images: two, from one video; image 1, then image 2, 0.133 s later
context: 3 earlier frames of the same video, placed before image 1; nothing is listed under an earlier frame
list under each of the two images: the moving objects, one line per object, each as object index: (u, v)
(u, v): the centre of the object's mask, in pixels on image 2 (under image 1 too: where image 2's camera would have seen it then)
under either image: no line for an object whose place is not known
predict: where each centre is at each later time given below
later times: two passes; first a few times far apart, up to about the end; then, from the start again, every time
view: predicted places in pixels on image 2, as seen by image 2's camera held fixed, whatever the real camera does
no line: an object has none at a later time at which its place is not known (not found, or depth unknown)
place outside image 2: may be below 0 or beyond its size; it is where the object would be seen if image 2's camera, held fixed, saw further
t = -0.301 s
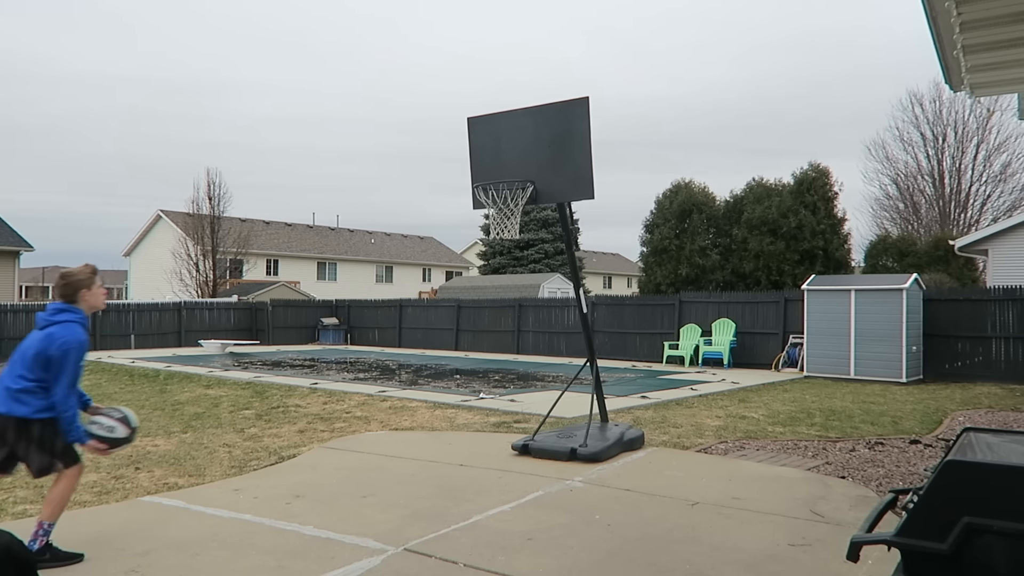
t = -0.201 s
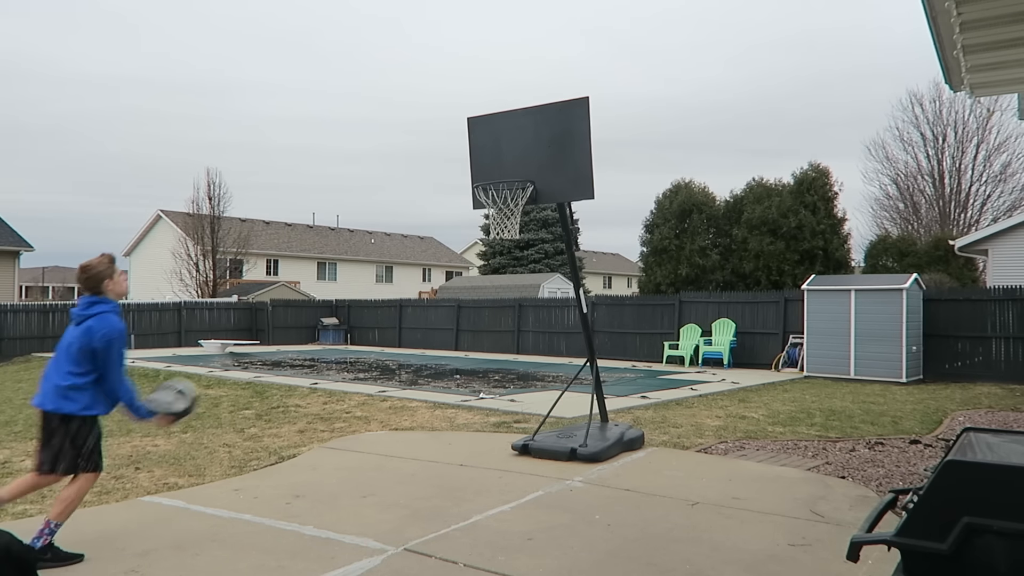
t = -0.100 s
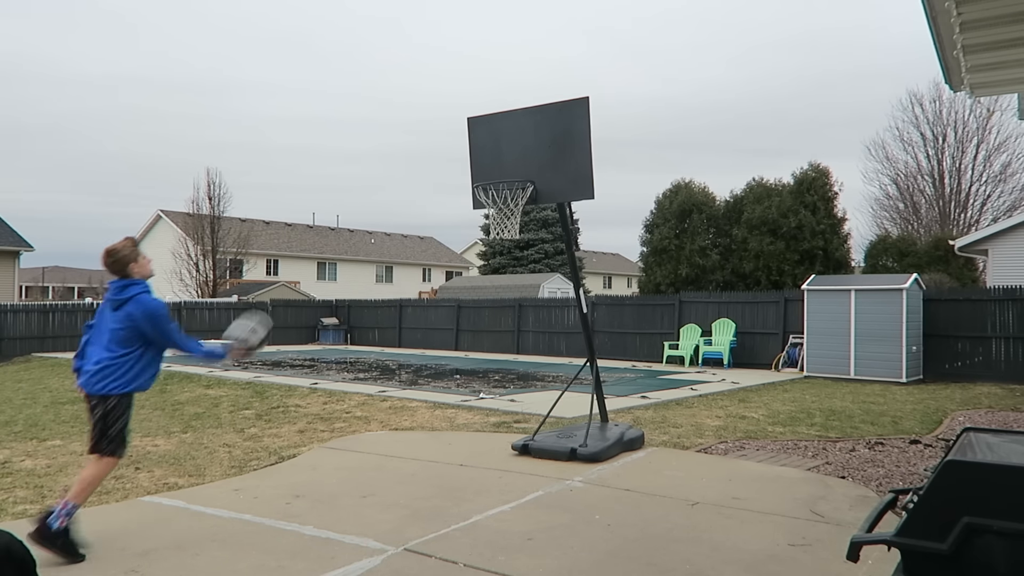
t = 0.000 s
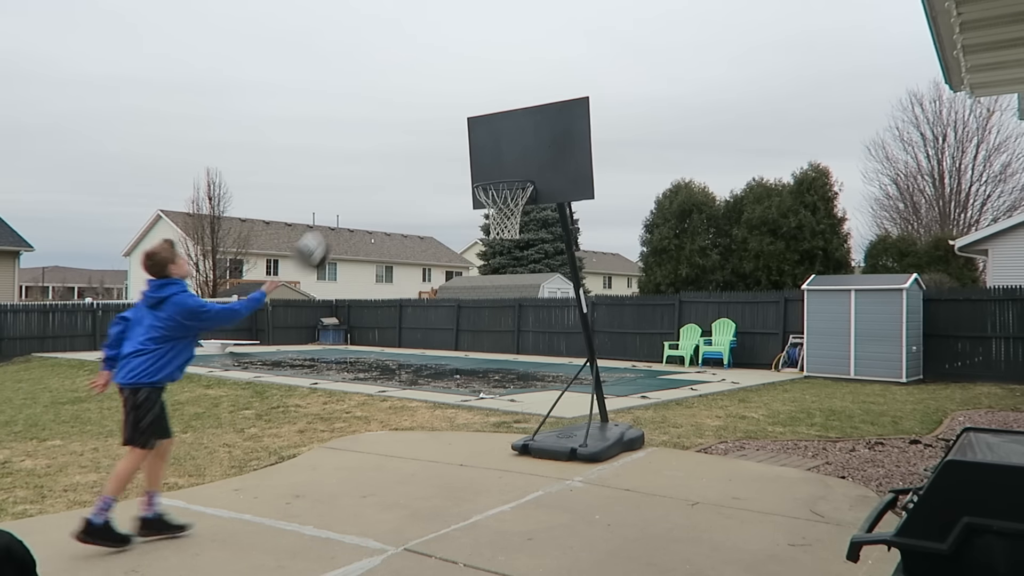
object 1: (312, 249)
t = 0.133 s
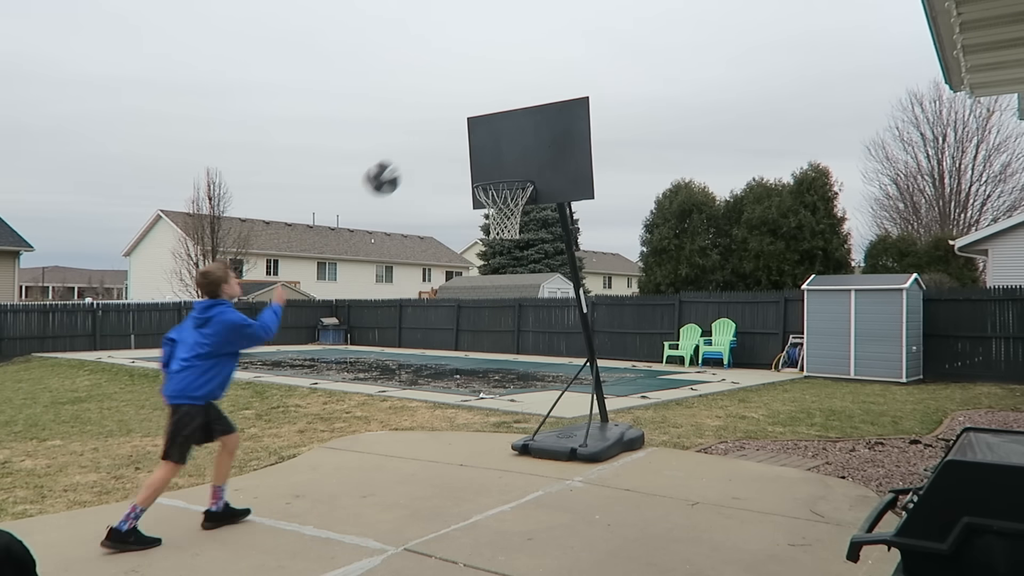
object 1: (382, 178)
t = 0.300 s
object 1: (456, 131)
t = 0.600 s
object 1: (493, 122)
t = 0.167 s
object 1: (398, 165)
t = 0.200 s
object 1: (413, 154)
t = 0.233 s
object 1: (428, 144)
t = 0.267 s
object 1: (442, 137)
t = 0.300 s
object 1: (456, 131)
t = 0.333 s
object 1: (469, 127)
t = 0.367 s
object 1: (482, 124)
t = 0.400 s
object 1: (493, 123)
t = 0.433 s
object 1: (505, 122)
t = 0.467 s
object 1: (516, 123)
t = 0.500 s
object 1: (512, 122)
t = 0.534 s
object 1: (506, 121)
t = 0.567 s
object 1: (499, 121)
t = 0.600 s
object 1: (493, 122)
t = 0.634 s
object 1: (486, 126)
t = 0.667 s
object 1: (479, 130)
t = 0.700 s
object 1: (472, 136)
